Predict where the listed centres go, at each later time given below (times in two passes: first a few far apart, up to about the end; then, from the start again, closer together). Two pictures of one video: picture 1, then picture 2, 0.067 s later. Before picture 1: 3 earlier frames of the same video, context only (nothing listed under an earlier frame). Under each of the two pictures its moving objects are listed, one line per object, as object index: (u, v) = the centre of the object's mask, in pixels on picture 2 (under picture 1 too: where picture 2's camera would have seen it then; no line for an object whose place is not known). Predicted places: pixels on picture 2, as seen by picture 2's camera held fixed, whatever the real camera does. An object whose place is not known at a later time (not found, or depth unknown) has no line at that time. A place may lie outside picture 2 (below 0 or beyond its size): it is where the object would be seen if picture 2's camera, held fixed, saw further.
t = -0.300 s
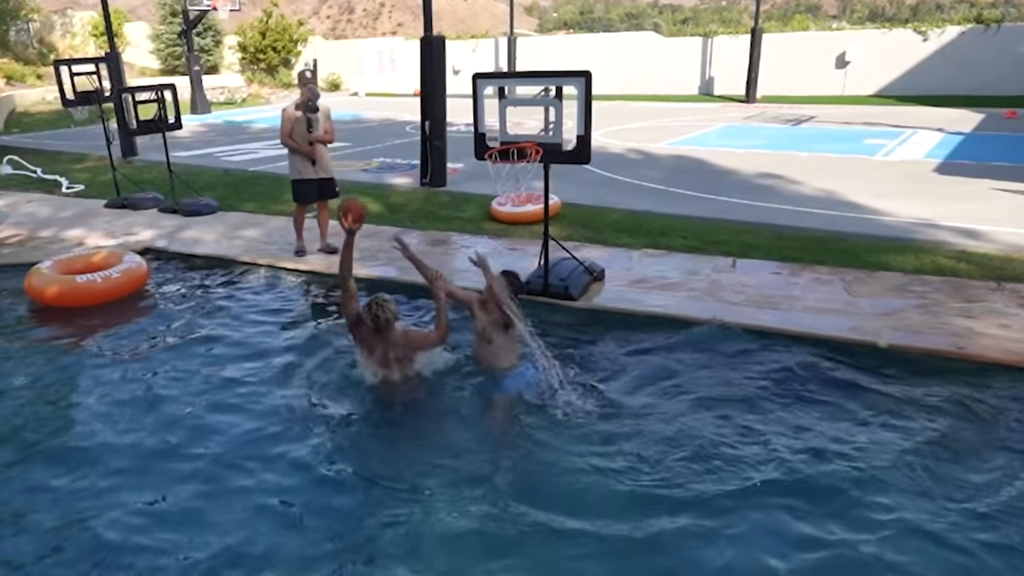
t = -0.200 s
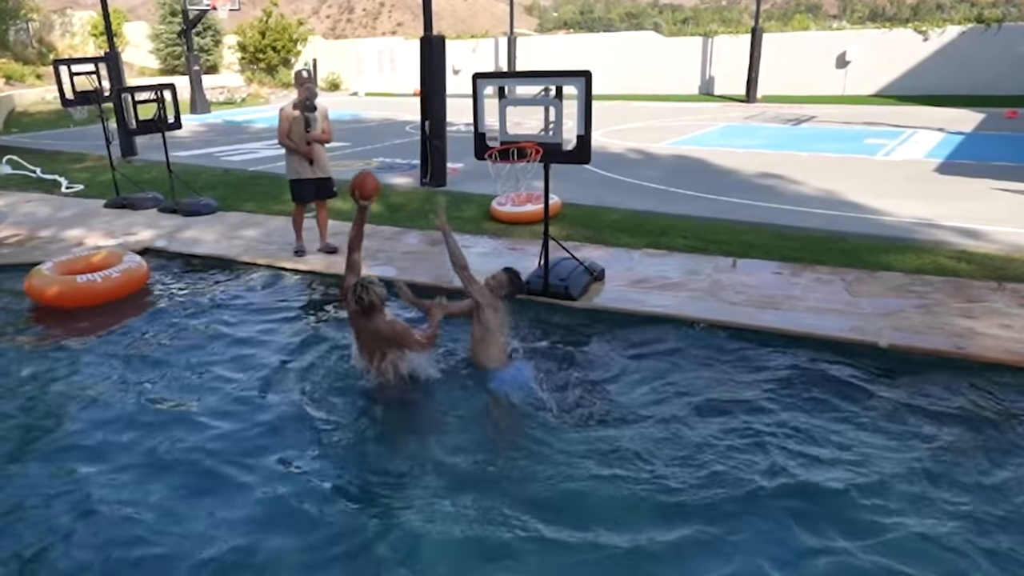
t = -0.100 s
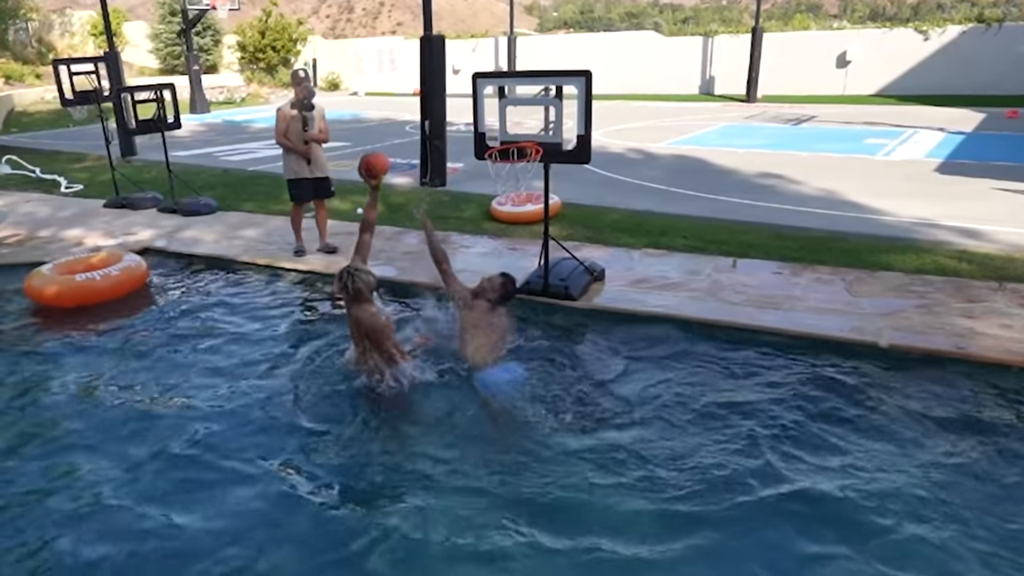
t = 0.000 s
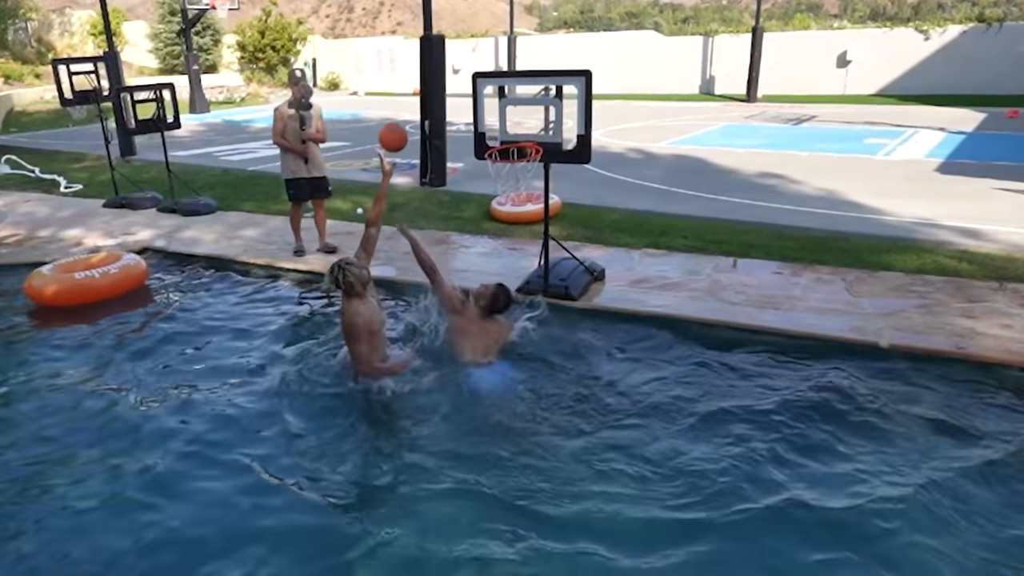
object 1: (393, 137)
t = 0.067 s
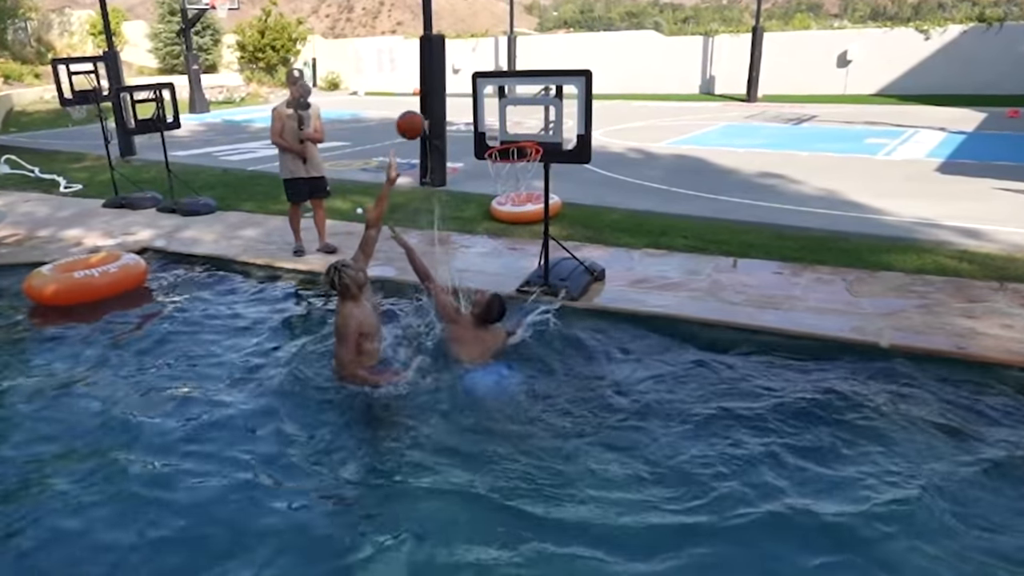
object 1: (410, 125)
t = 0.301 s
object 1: (468, 140)
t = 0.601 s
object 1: (461, 224)
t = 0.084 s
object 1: (415, 123)
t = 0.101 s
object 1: (419, 121)
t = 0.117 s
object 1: (423, 120)
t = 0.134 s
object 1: (427, 119)
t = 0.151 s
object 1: (431, 118)
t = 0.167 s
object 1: (435, 120)
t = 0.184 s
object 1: (440, 121)
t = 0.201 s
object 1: (443, 123)
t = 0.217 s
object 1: (448, 125)
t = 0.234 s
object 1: (451, 128)
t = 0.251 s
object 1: (455, 131)
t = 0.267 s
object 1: (460, 133)
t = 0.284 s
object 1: (464, 136)
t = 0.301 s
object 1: (468, 140)
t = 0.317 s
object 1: (472, 145)
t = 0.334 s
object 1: (475, 149)
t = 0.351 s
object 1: (476, 152)
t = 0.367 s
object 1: (474, 154)
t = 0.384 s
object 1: (473, 157)
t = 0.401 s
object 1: (472, 160)
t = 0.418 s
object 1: (471, 164)
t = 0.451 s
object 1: (469, 172)
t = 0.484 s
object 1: (467, 182)
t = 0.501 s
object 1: (466, 188)
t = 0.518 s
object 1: (465, 193)
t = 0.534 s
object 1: (464, 199)
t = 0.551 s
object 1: (463, 205)
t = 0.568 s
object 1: (463, 211)
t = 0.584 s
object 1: (462, 217)
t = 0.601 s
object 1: (461, 224)
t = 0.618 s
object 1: (460, 232)
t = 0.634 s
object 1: (458, 240)
